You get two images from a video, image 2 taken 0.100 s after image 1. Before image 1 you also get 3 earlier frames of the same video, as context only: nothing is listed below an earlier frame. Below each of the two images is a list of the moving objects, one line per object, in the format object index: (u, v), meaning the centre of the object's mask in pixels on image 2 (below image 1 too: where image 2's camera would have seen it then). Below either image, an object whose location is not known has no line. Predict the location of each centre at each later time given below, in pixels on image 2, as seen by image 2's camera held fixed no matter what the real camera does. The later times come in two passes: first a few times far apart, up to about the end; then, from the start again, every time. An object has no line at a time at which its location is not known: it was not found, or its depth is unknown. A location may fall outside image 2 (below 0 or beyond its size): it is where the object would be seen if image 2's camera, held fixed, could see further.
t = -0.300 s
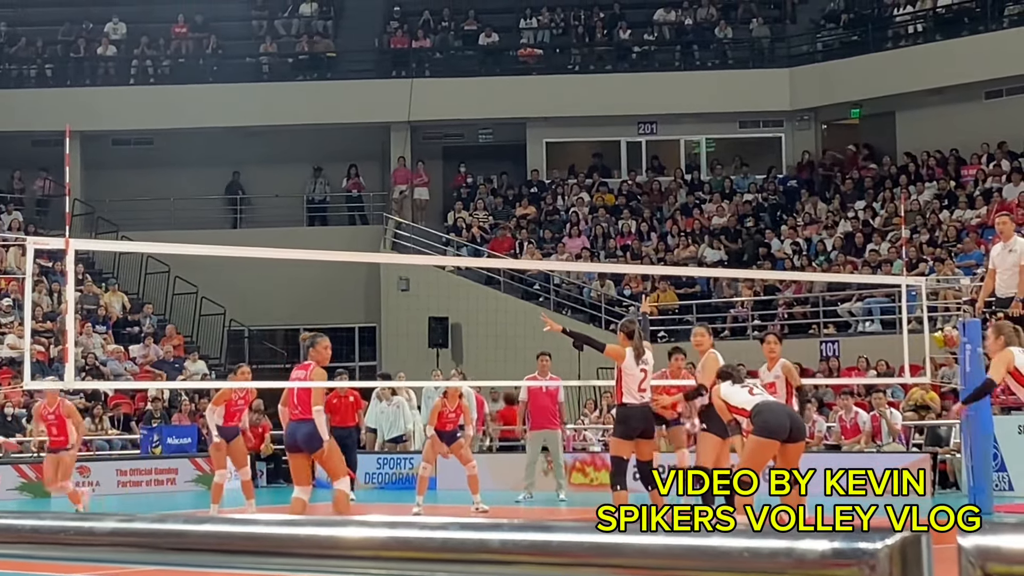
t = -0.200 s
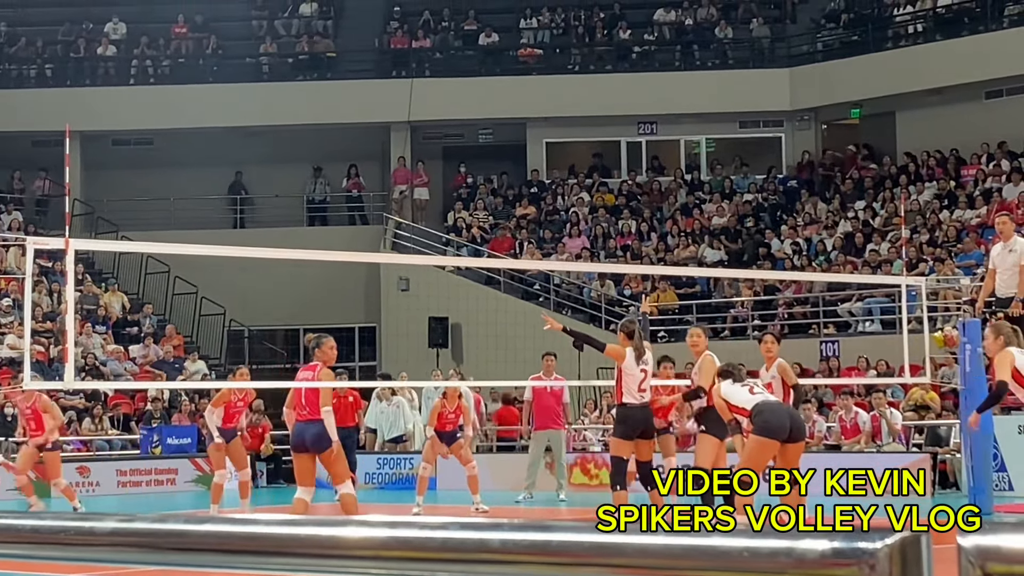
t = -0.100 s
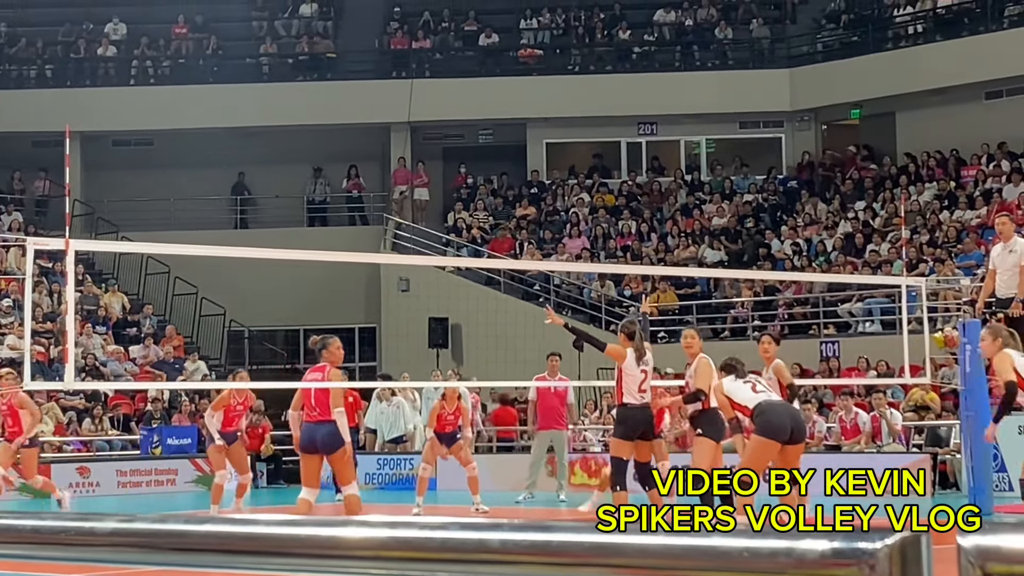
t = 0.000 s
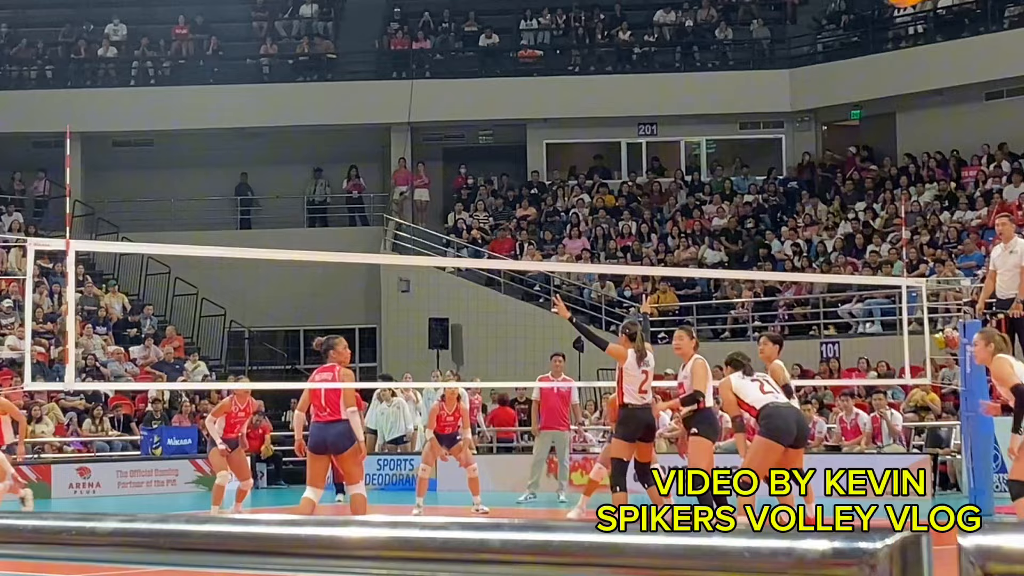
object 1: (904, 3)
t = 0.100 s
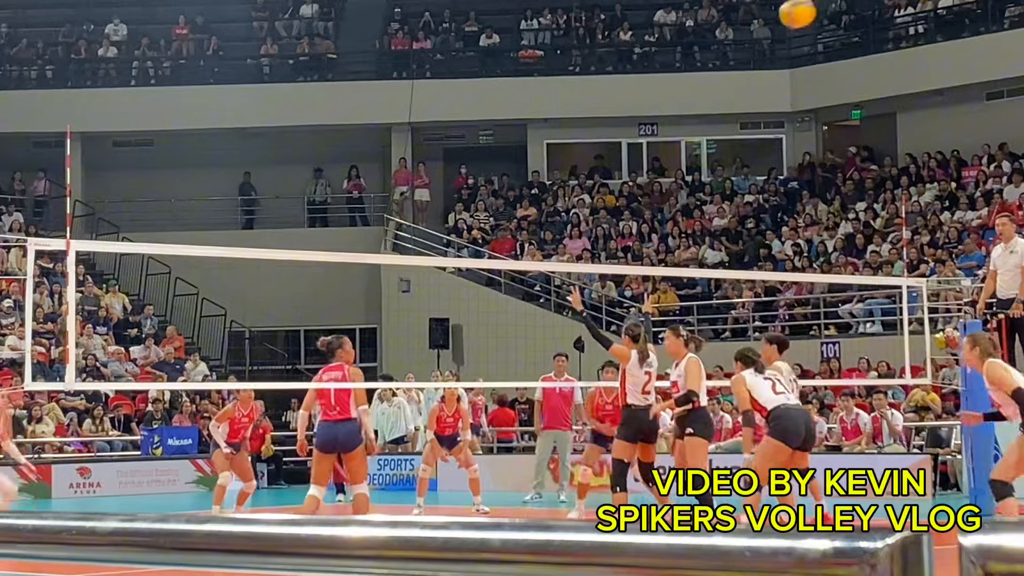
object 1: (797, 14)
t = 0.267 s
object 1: (649, 64)
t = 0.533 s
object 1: (477, 192)
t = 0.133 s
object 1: (765, 22)
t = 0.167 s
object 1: (734, 31)
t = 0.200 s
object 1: (704, 41)
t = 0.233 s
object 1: (676, 52)
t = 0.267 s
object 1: (649, 64)
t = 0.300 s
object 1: (624, 77)
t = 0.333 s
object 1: (600, 91)
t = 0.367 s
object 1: (577, 106)
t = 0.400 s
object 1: (555, 122)
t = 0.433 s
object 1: (534, 138)
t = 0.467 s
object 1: (514, 156)
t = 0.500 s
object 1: (495, 174)
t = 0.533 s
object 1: (477, 192)
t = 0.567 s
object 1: (458, 211)
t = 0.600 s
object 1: (441, 230)
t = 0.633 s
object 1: (425, 246)
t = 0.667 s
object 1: (408, 272)
